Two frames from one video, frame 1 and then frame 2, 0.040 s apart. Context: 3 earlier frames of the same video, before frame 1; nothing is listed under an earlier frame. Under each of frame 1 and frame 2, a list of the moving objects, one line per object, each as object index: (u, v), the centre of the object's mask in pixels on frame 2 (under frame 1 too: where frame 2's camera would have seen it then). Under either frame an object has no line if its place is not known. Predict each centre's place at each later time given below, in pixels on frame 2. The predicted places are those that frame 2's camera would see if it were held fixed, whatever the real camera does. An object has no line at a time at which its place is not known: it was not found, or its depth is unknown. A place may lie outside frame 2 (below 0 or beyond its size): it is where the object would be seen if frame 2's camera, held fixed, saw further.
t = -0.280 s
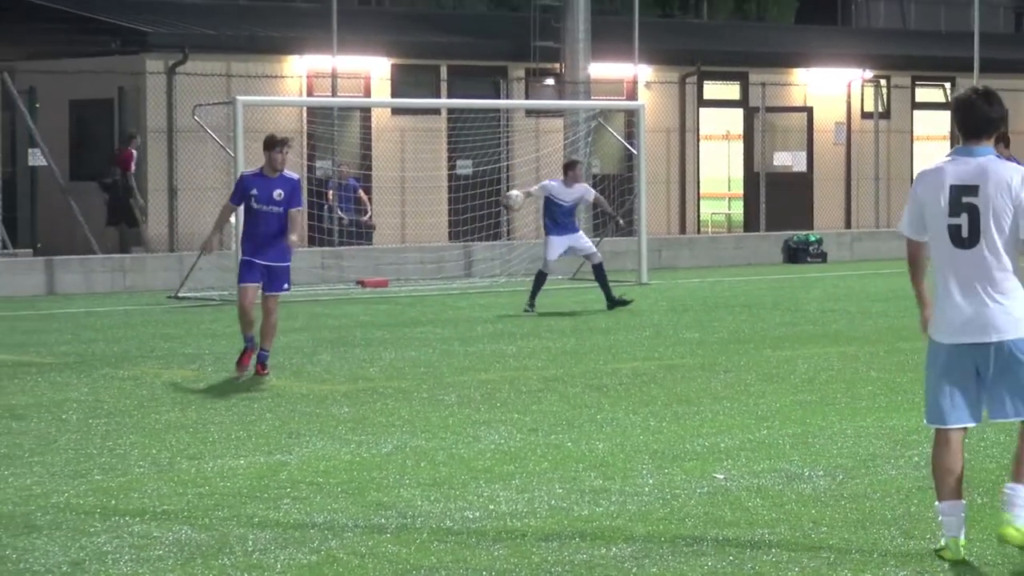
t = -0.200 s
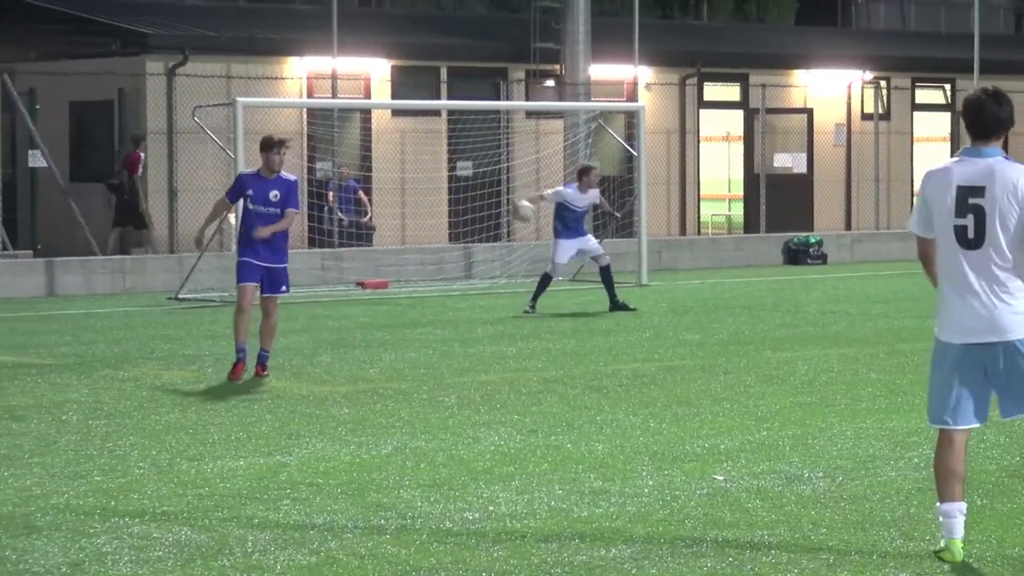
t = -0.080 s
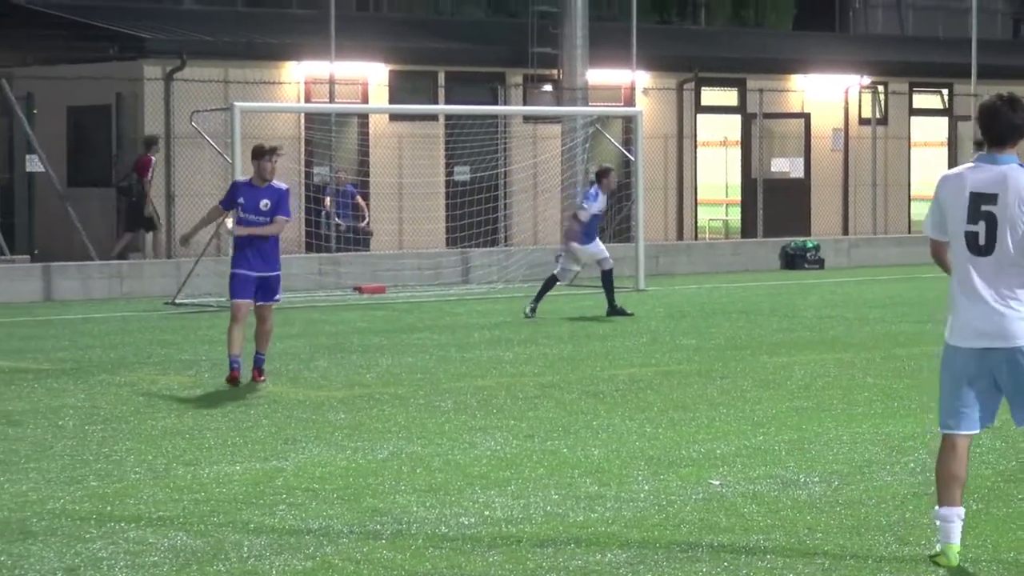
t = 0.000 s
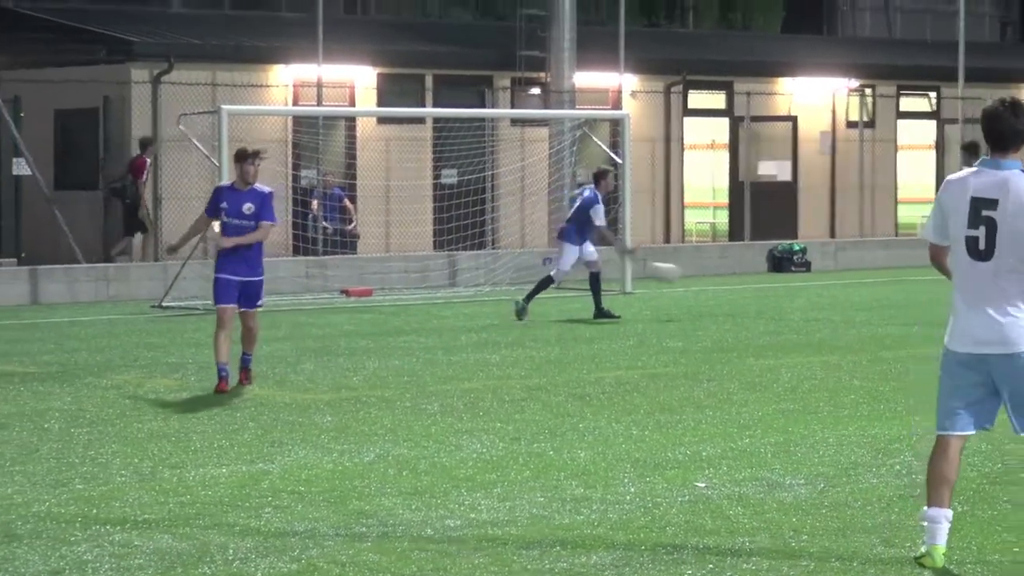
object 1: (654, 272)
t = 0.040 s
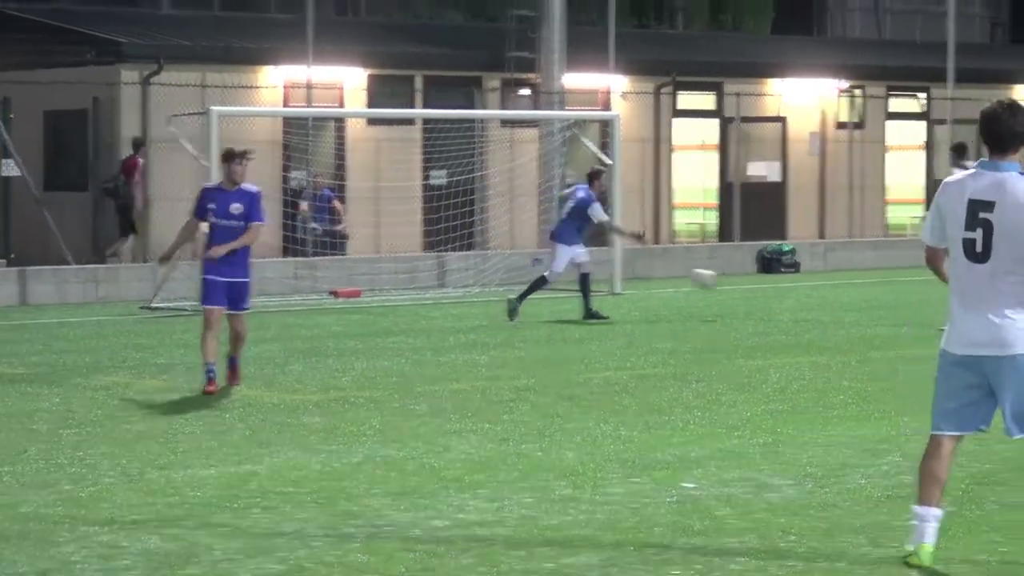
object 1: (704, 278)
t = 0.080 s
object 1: (753, 287)
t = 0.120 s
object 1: (803, 296)
